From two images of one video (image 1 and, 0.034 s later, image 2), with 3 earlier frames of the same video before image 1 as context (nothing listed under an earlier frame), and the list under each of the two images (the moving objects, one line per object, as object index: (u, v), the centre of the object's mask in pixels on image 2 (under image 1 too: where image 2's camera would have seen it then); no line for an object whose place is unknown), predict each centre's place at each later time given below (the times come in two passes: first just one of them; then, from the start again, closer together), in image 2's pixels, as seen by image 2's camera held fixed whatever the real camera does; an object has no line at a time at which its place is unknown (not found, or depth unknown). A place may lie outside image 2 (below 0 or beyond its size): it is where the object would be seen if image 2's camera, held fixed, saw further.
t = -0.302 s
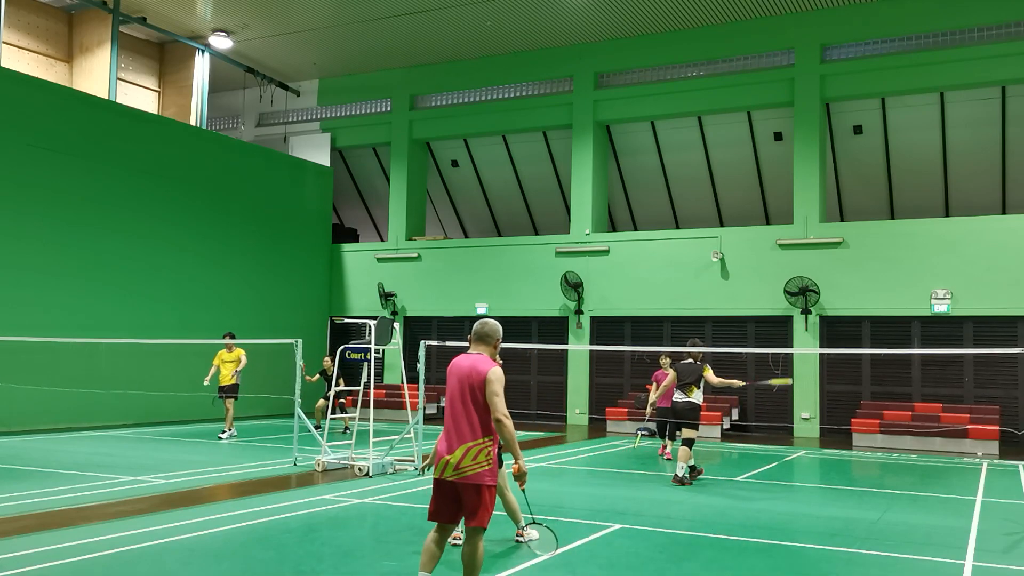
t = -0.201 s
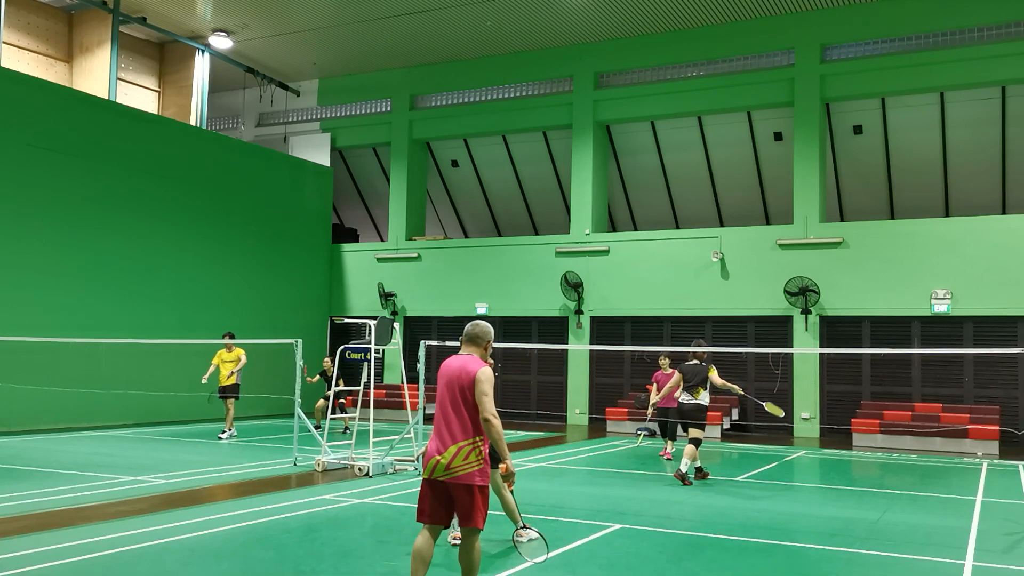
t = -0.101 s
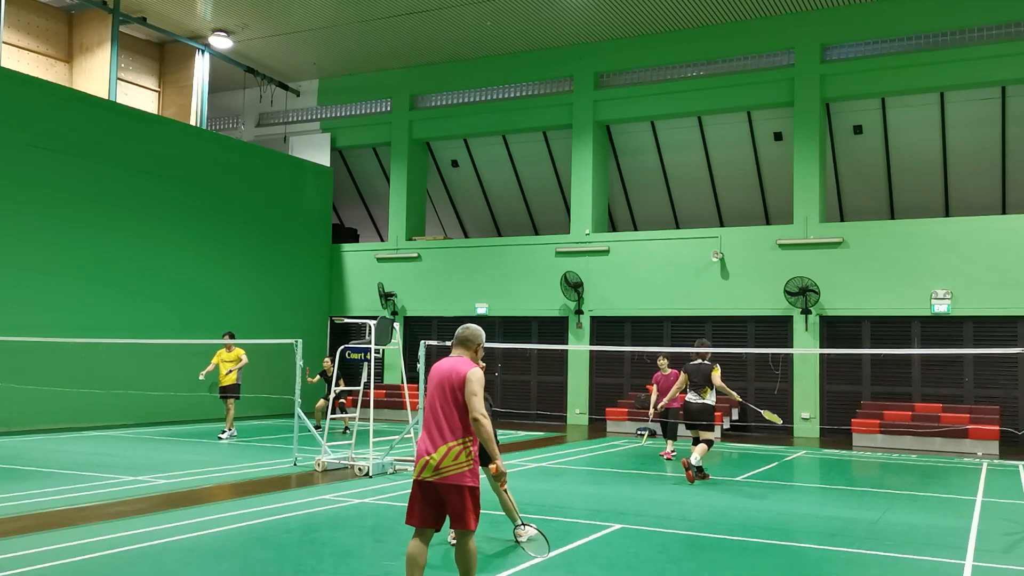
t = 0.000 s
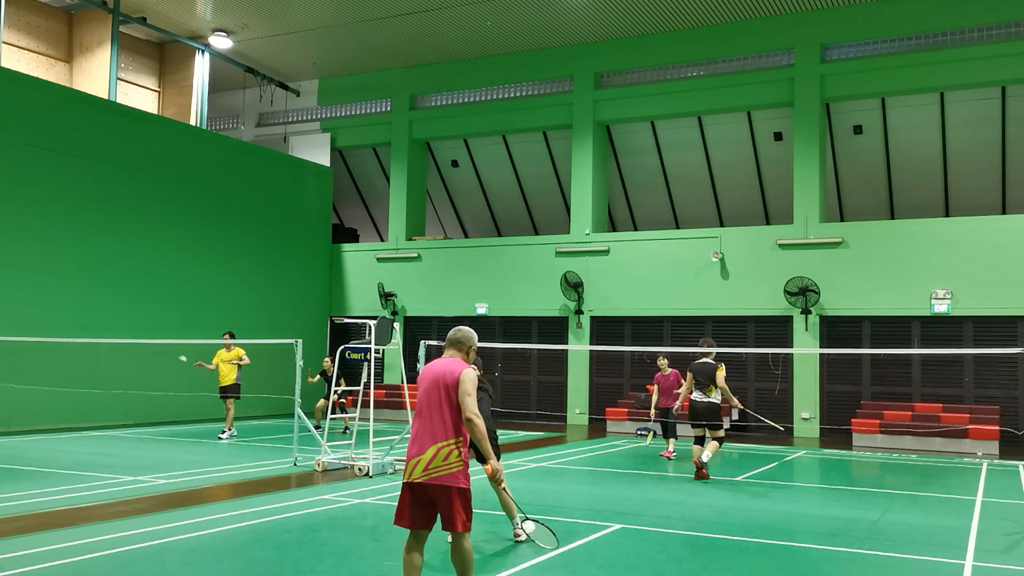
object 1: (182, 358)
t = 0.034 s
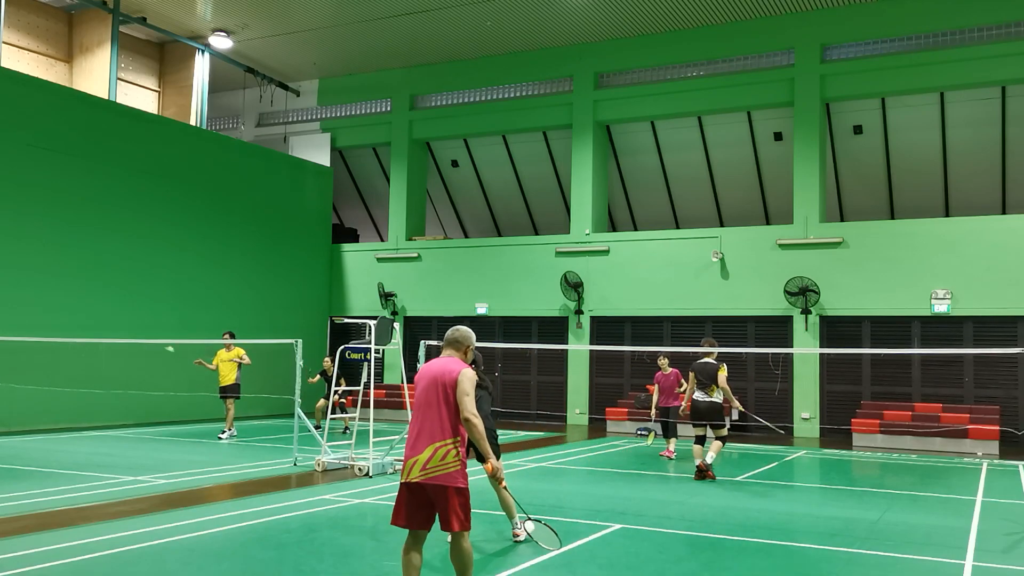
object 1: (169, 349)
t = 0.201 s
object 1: (114, 316)
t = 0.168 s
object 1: (124, 321)
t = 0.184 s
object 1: (119, 319)
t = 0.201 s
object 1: (114, 316)
